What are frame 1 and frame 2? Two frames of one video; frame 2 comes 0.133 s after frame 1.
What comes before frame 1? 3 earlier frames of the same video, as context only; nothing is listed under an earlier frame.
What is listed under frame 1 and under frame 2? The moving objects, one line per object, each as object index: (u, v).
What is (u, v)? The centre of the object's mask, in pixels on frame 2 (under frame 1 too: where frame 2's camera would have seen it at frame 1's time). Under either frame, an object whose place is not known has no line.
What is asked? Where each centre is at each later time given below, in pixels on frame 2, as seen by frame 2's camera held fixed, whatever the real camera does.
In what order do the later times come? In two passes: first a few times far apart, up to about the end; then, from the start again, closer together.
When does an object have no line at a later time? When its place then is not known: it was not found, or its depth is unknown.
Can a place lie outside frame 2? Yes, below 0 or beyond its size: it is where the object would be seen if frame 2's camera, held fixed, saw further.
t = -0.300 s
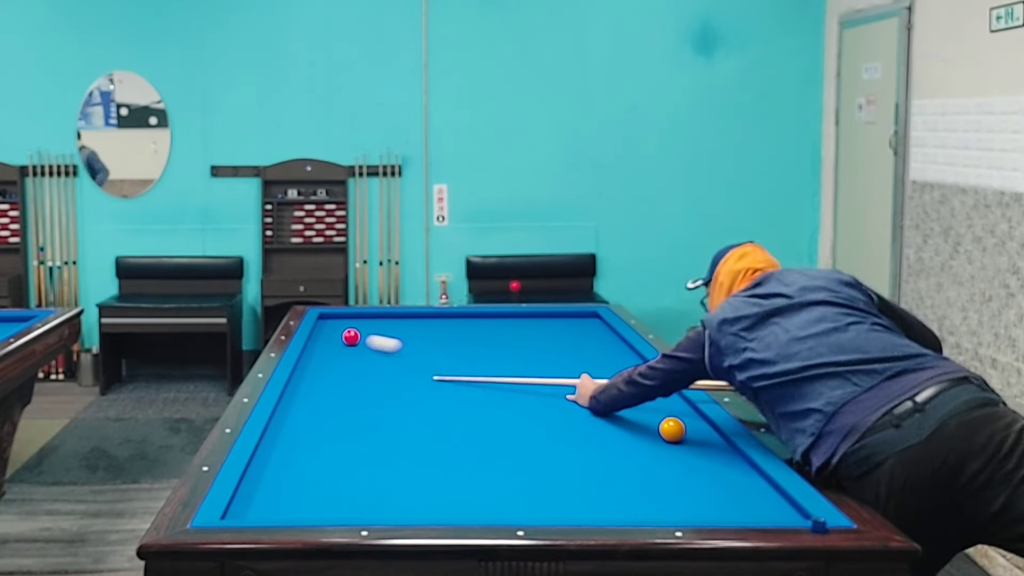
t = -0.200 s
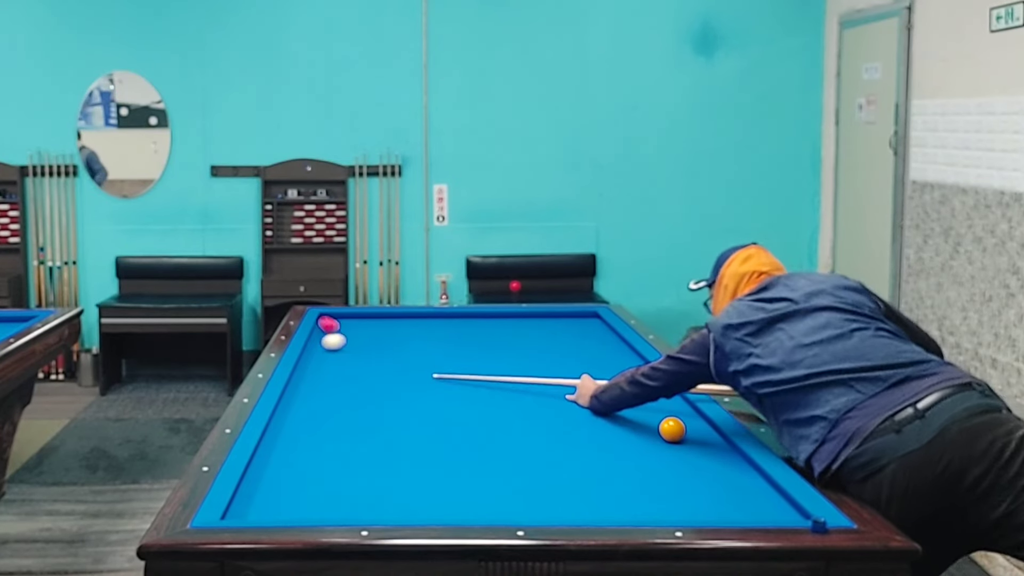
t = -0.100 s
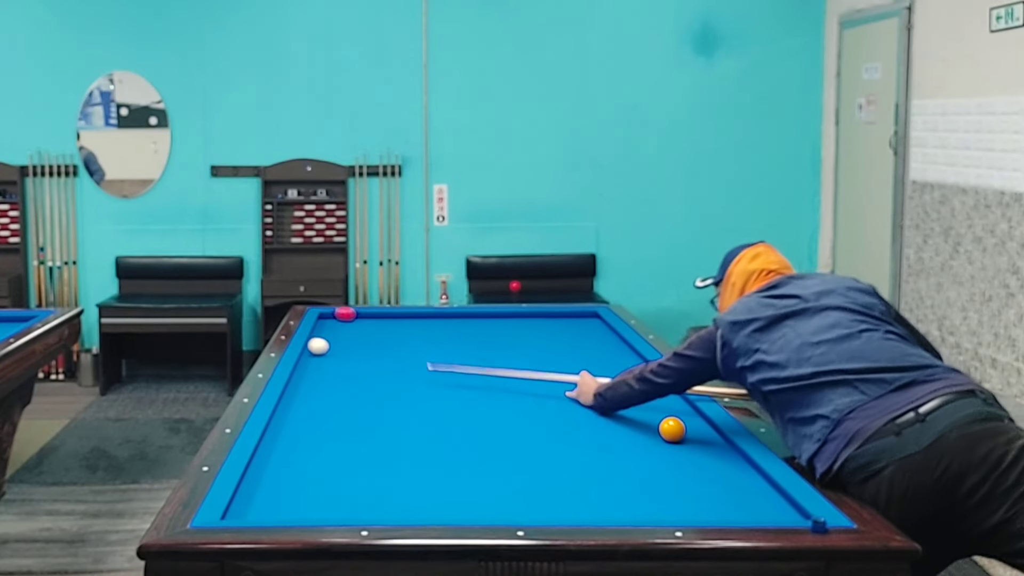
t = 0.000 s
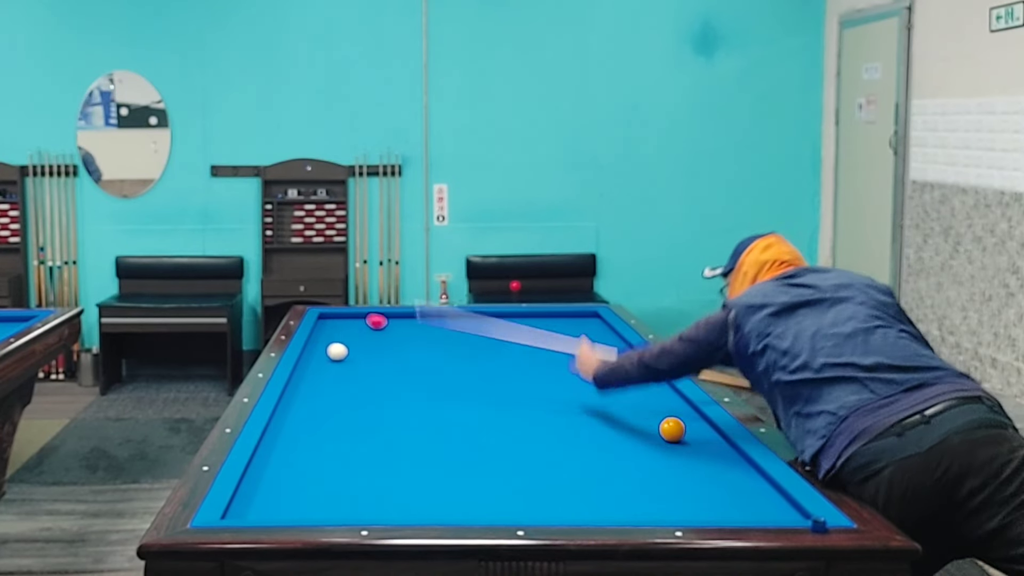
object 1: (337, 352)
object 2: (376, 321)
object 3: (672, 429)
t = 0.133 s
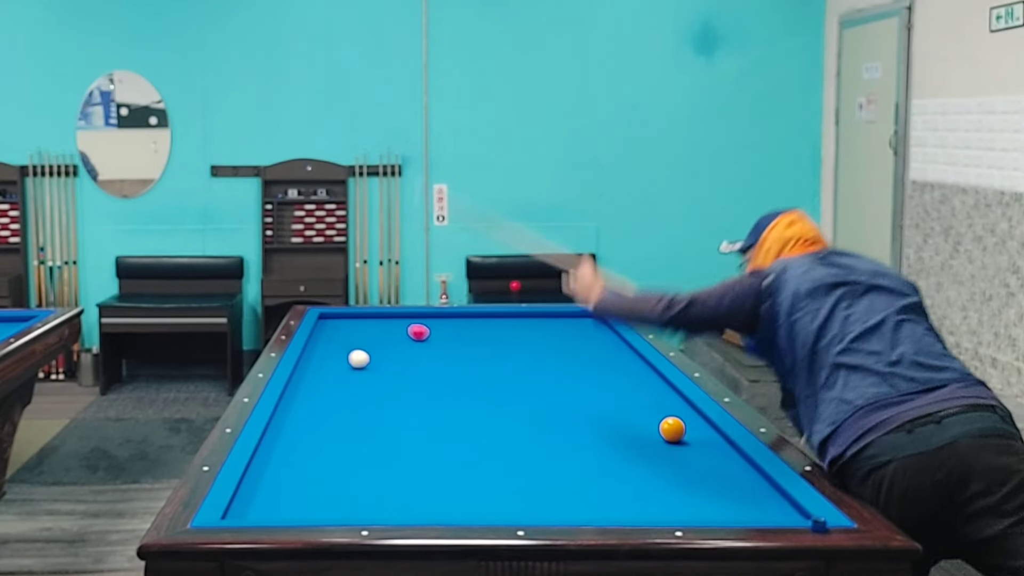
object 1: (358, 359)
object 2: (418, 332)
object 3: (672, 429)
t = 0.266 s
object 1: (381, 367)
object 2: (460, 343)
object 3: (672, 429)
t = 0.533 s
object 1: (431, 384)
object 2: (553, 367)
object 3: (672, 429)
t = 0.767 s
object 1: (481, 401)
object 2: (656, 394)
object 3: (672, 429)
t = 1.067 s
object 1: (556, 428)
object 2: (632, 426)
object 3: (691, 437)
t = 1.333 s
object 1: (635, 456)
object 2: (553, 443)
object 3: (737, 458)
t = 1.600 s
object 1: (729, 488)
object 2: (469, 462)
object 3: (745, 473)
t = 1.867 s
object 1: (778, 510)
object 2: (377, 483)
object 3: (747, 498)
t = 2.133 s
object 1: (795, 511)
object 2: (274, 506)
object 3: (714, 503)
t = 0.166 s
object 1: (364, 361)
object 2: (429, 335)
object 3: (672, 429)
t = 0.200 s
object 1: (370, 363)
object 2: (439, 337)
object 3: (672, 429)
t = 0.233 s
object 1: (375, 365)
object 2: (449, 340)
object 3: (672, 429)
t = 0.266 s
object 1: (381, 367)
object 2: (460, 343)
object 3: (672, 429)
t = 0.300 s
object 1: (387, 369)
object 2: (470, 346)
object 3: (672, 429)
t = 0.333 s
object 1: (393, 371)
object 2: (481, 348)
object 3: (672, 429)
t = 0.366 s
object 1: (399, 373)
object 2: (492, 351)
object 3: (672, 429)
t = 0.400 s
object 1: (405, 375)
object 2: (504, 354)
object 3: (672, 429)
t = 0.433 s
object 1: (412, 377)
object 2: (516, 357)
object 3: (672, 429)
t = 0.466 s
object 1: (418, 379)
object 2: (528, 360)
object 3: (672, 429)
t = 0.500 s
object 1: (424, 382)
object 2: (540, 364)
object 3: (672, 429)
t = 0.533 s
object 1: (431, 384)
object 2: (553, 367)
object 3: (672, 429)
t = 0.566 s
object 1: (438, 386)
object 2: (567, 371)
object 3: (672, 429)
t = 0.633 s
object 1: (452, 391)
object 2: (595, 378)
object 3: (672, 429)
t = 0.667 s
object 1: (459, 394)
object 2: (609, 382)
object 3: (672, 429)
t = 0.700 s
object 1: (466, 396)
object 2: (624, 385)
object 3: (672, 429)
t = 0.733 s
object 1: (473, 399)
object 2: (640, 390)
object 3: (672, 429)
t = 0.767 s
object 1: (481, 401)
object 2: (656, 394)
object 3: (672, 429)
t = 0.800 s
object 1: (489, 404)
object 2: (673, 398)
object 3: (672, 429)
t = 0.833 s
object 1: (497, 407)
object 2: (679, 403)
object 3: (672, 429)
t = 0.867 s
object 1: (504, 410)
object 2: (674, 406)
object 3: (672, 429)
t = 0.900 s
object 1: (513, 413)
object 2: (668, 409)
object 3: (672, 429)
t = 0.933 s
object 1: (521, 416)
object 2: (662, 412)
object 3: (672, 429)
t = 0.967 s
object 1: (530, 418)
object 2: (657, 417)
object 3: (672, 429)
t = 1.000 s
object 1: (538, 421)
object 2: (651, 422)
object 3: (675, 430)
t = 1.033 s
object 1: (547, 424)
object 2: (642, 424)
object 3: (683, 433)
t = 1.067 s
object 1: (556, 428)
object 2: (632, 426)
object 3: (691, 437)
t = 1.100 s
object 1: (565, 431)
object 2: (622, 428)
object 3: (697, 440)
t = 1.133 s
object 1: (575, 434)
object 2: (612, 430)
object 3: (704, 442)
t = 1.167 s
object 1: (584, 438)
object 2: (605, 431)
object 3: (710, 445)
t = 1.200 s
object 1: (594, 441)
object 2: (594, 426)
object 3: (716, 448)
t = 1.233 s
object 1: (604, 445)
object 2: (581, 435)
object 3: (722, 450)
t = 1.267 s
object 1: (615, 448)
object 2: (573, 438)
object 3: (728, 453)
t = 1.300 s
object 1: (625, 452)
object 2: (564, 441)
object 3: (734, 455)
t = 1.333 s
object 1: (635, 456)
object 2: (553, 443)
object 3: (737, 458)
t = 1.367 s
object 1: (646, 459)
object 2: (543, 445)
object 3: (738, 460)
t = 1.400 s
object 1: (658, 463)
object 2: (533, 447)
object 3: (738, 463)
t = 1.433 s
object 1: (669, 467)
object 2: (523, 450)
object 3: (739, 465)
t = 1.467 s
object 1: (681, 471)
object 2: (512, 452)
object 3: (740, 467)
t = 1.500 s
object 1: (692, 475)
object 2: (502, 454)
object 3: (740, 470)
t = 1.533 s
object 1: (705, 479)
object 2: (491, 457)
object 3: (741, 472)
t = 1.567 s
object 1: (716, 484)
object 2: (480, 459)
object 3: (742, 474)
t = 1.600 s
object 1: (729, 488)
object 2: (469, 462)
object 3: (745, 473)
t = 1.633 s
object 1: (742, 492)
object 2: (458, 464)
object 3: (743, 473)
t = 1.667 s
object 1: (755, 497)
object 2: (447, 467)
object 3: (741, 477)
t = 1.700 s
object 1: (769, 501)
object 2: (436, 470)
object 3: (743, 484)
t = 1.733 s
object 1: (782, 505)
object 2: (424, 472)
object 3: (745, 487)
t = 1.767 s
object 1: (790, 508)
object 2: (413, 475)
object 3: (745, 490)
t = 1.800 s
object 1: (786, 510)
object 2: (401, 478)
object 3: (746, 492)
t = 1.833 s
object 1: (783, 511)
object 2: (389, 480)
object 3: (747, 495)
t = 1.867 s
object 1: (778, 510)
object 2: (377, 483)
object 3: (747, 498)
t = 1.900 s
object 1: (775, 509)
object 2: (365, 486)
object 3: (747, 500)
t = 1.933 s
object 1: (775, 509)
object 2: (352, 489)
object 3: (745, 501)
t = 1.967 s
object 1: (780, 509)
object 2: (340, 492)
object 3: (739, 501)
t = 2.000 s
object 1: (783, 510)
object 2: (327, 495)
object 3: (734, 502)
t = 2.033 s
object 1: (786, 511)
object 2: (314, 498)
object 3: (729, 502)
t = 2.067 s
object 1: (790, 511)
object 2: (301, 501)
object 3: (724, 502)
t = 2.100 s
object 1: (793, 512)
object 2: (287, 503)
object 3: (719, 502)
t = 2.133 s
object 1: (795, 511)
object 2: (274, 506)
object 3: (714, 503)
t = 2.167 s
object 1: (796, 511)
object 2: (260, 508)
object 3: (709, 503)
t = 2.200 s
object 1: (795, 511)
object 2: (246, 510)
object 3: (704, 504)
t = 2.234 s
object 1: (794, 511)
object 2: (239, 511)
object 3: (700, 504)
